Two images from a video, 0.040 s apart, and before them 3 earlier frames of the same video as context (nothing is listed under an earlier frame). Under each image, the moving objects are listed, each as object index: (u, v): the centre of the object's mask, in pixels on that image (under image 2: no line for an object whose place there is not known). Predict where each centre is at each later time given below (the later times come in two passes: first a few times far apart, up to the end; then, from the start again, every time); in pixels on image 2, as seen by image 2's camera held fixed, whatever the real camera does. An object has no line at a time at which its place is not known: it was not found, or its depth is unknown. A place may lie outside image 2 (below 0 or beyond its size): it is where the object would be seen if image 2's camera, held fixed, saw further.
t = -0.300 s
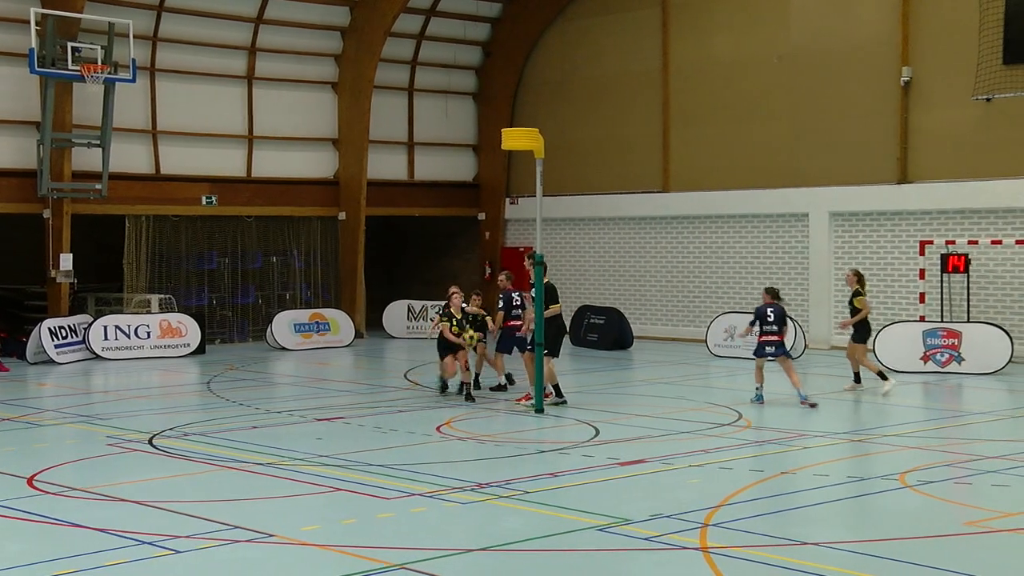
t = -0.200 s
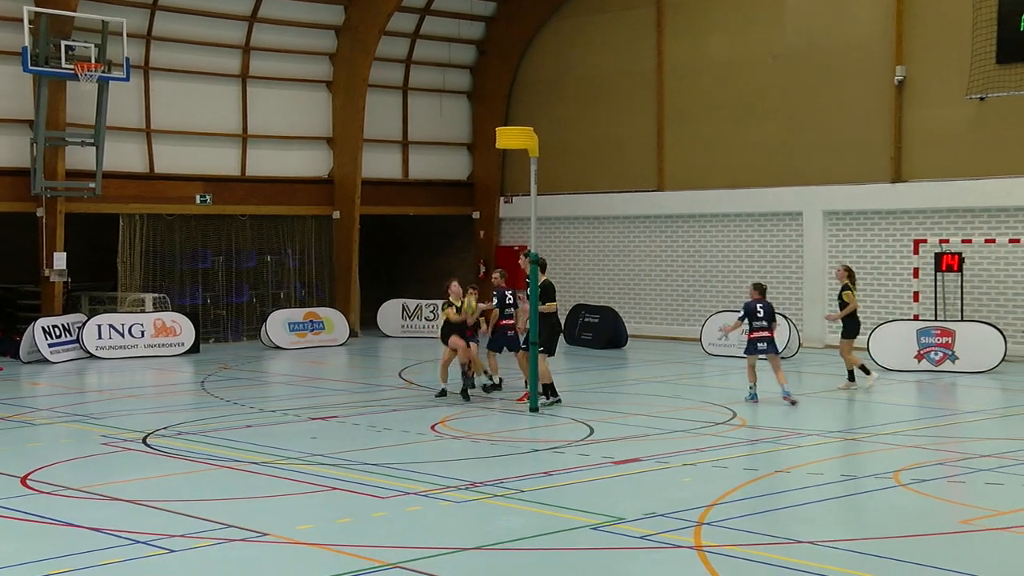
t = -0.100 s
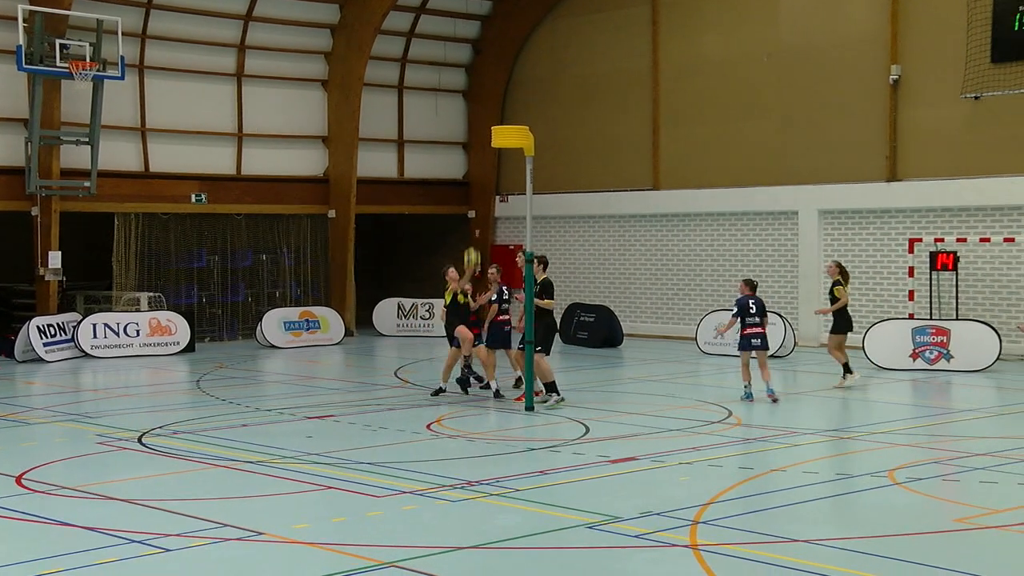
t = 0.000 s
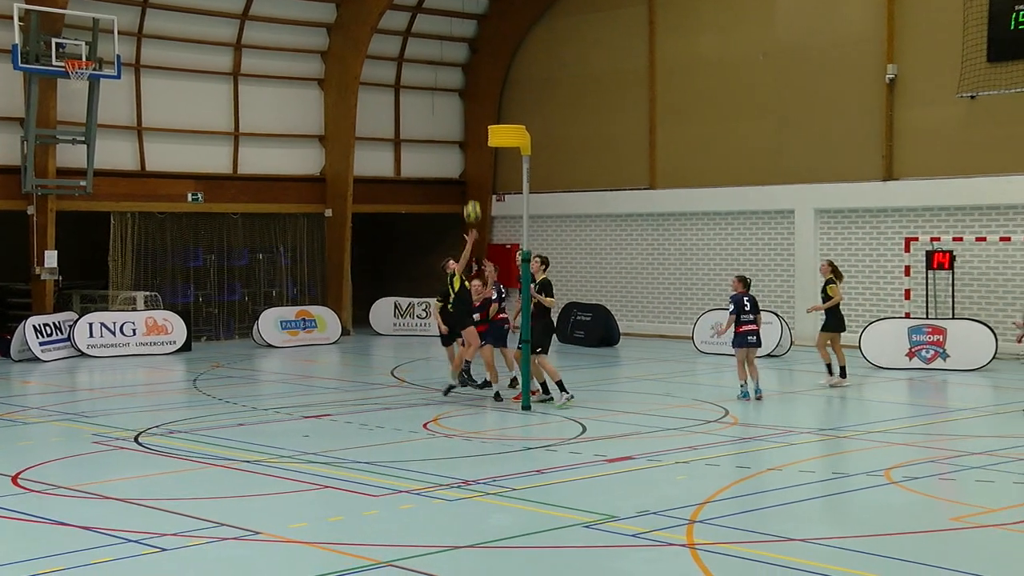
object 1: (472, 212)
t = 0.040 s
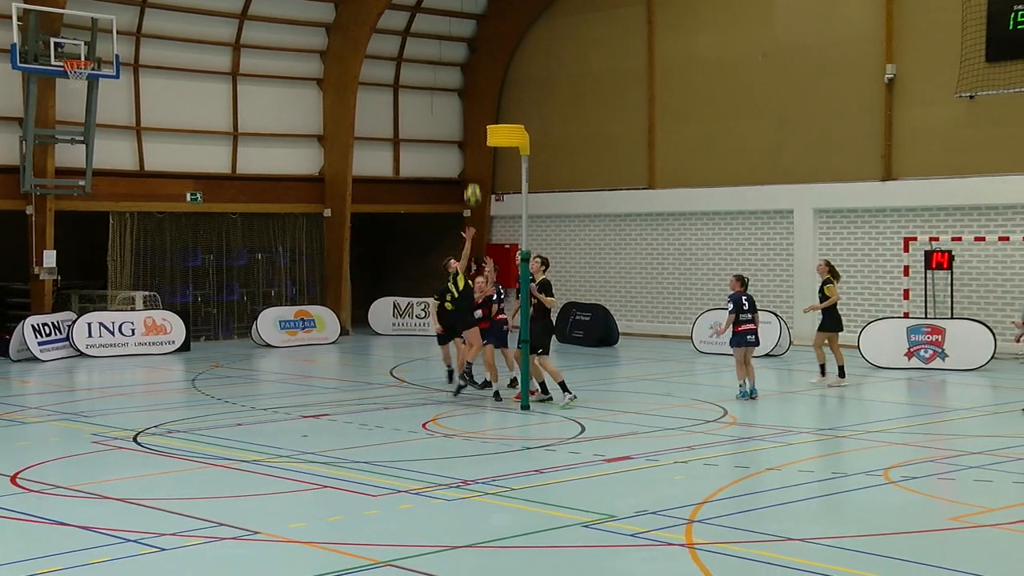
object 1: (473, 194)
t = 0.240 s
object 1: (480, 128)
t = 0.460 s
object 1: (489, 92)
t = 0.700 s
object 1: (499, 94)
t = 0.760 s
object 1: (502, 102)
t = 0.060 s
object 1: (473, 187)
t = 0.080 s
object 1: (474, 179)
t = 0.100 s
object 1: (475, 171)
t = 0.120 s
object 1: (476, 164)
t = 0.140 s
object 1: (477, 158)
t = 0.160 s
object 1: (478, 151)
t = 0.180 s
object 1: (478, 145)
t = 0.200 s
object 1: (479, 139)
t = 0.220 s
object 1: (479, 134)
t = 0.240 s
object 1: (480, 128)
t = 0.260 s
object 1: (481, 123)
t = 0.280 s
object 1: (482, 119)
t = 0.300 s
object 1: (482, 114)
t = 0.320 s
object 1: (483, 110)
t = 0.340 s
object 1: (484, 107)
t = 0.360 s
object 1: (485, 104)
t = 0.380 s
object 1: (486, 101)
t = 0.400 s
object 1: (487, 98)
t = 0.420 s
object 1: (487, 96)
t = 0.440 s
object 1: (488, 93)
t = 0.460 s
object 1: (489, 92)
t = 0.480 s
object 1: (490, 90)
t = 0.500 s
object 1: (490, 89)
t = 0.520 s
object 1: (491, 88)
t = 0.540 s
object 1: (492, 88)
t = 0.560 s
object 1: (493, 87)
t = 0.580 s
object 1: (493, 87)
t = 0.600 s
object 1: (494, 87)
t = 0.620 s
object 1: (495, 88)
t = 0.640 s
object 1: (496, 89)
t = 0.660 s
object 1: (497, 90)
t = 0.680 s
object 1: (498, 92)
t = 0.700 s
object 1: (499, 94)
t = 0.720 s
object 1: (500, 96)
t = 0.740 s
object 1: (501, 99)
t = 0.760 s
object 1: (502, 102)
